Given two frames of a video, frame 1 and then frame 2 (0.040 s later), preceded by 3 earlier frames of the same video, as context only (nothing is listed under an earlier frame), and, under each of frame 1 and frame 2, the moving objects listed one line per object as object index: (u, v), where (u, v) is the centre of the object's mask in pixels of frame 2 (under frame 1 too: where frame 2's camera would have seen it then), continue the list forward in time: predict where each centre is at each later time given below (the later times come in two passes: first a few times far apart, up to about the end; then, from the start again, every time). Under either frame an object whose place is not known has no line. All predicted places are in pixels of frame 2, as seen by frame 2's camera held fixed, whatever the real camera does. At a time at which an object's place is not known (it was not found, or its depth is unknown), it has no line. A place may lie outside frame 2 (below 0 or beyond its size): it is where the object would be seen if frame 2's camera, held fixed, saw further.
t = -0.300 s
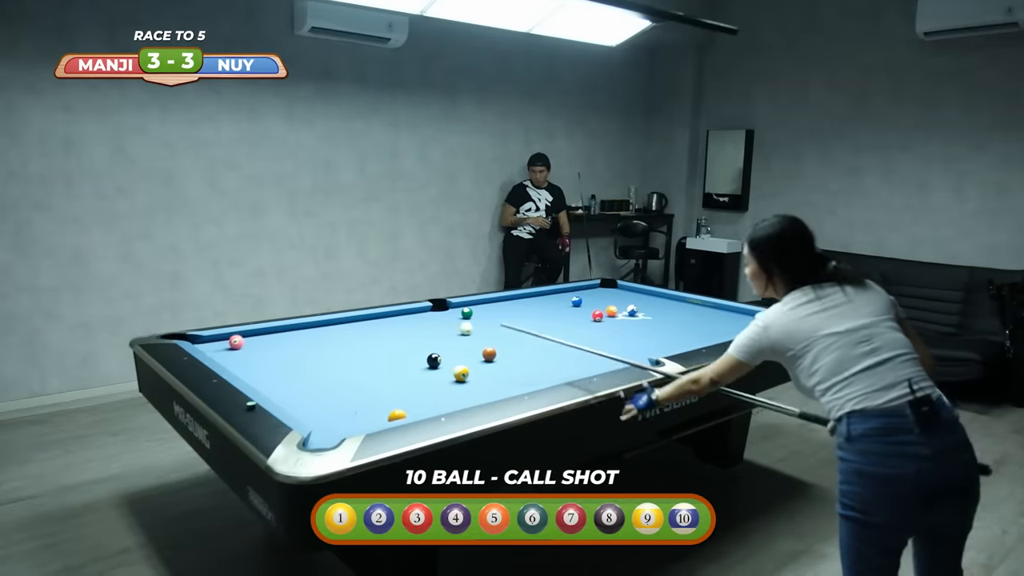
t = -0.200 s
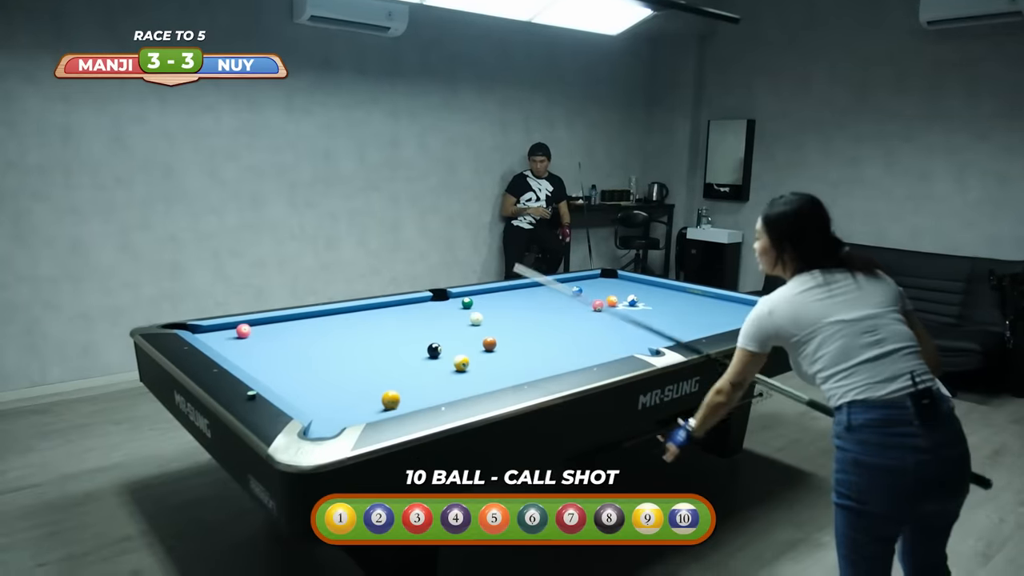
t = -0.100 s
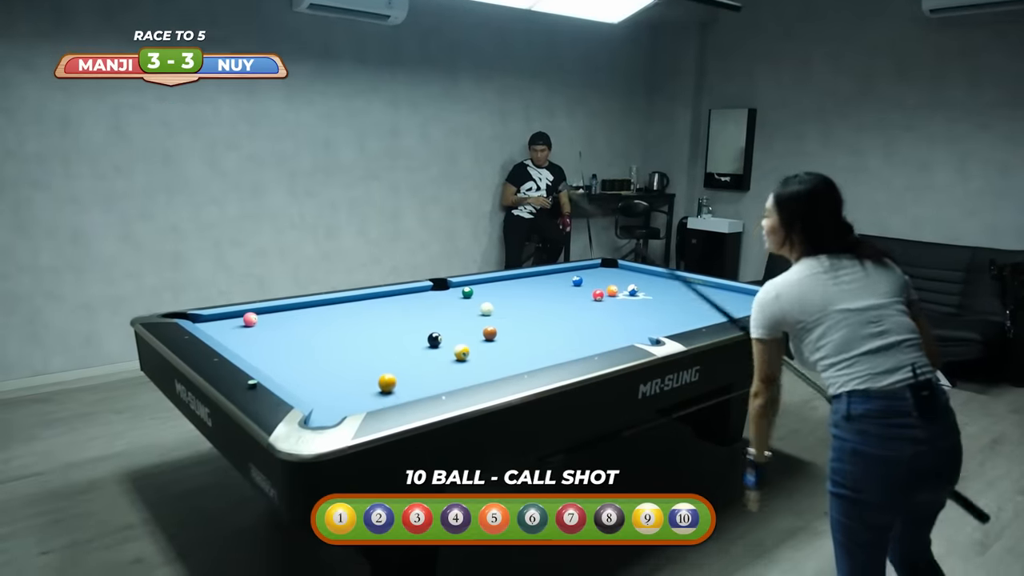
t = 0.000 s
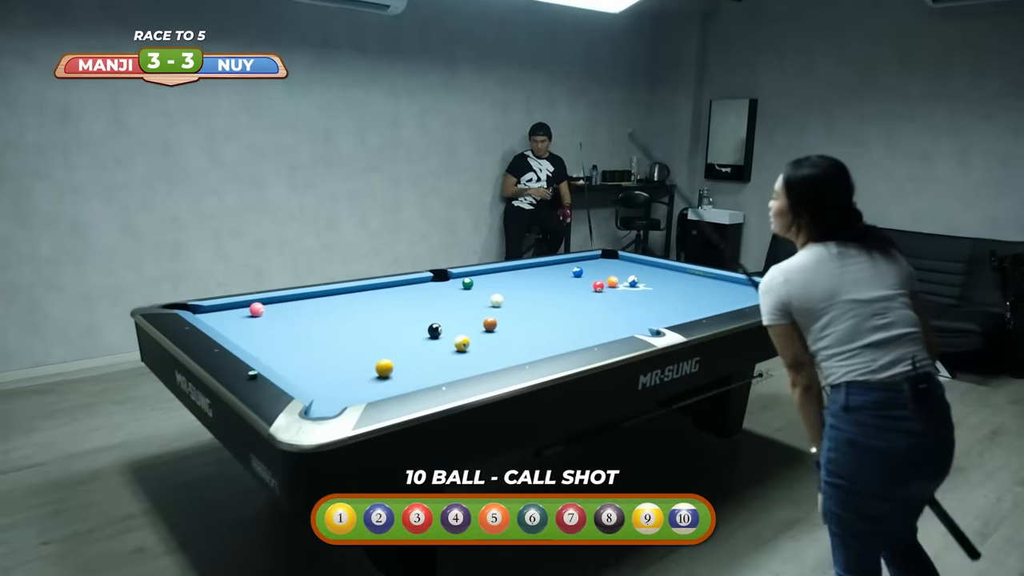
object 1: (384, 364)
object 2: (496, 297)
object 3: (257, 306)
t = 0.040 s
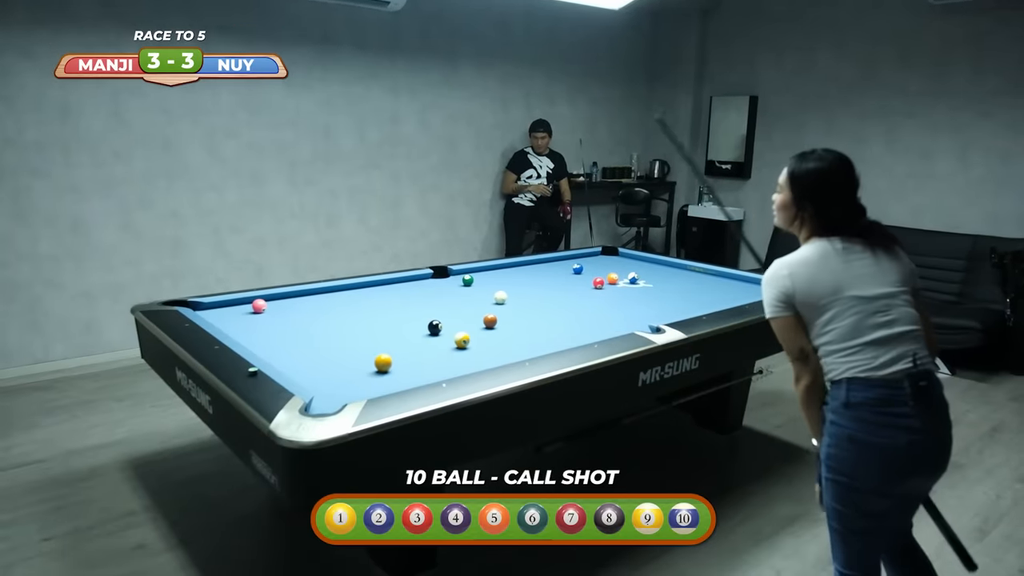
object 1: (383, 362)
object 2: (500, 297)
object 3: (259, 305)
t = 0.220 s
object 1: (378, 354)
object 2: (517, 298)
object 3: (269, 304)
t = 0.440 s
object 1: (372, 345)
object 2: (537, 299)
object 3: (281, 303)
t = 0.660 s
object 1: (367, 336)
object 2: (556, 300)
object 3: (292, 301)
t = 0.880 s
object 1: (362, 328)
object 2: (574, 301)
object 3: (301, 300)
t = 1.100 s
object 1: (358, 321)
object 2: (592, 303)
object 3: (309, 299)
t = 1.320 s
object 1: (354, 314)
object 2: (609, 304)
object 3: (316, 298)
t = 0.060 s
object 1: (382, 362)
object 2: (502, 297)
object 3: (260, 305)
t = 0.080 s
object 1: (382, 361)
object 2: (504, 297)
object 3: (261, 305)
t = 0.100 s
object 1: (381, 360)
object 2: (505, 297)
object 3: (263, 305)
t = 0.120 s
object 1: (381, 359)
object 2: (508, 298)
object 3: (264, 305)
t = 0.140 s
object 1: (380, 358)
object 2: (510, 298)
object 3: (265, 305)
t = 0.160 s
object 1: (379, 357)
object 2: (511, 298)
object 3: (266, 304)
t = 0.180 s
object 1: (379, 356)
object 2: (513, 298)
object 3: (267, 304)
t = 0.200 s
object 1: (378, 355)
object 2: (515, 298)
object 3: (268, 304)
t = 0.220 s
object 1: (378, 354)
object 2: (517, 298)
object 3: (269, 304)
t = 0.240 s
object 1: (377, 353)
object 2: (519, 298)
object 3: (270, 304)
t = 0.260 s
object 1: (376, 353)
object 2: (520, 298)
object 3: (272, 304)
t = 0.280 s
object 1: (376, 352)
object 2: (522, 298)
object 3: (273, 304)
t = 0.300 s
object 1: (376, 351)
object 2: (524, 298)
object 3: (274, 304)
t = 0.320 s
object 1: (375, 350)
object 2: (526, 299)
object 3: (275, 304)
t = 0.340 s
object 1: (375, 349)
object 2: (528, 299)
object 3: (276, 303)
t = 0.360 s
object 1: (374, 348)
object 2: (530, 299)
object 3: (277, 303)
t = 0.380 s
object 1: (373, 347)
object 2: (531, 299)
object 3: (278, 303)
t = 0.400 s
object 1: (373, 346)
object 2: (533, 299)
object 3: (279, 303)
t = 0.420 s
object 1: (373, 346)
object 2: (535, 299)
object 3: (280, 303)
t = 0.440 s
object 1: (372, 345)
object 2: (537, 299)
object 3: (281, 303)
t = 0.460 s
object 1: (371, 344)
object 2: (539, 299)
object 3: (282, 303)
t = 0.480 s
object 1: (371, 343)
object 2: (540, 299)
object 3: (283, 302)
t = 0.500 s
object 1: (370, 342)
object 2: (542, 300)
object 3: (284, 302)
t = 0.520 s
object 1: (370, 341)
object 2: (544, 300)
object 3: (285, 302)
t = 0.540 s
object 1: (369, 341)
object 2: (546, 299)
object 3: (286, 302)
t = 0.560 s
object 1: (369, 340)
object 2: (547, 300)
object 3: (287, 302)
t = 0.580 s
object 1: (369, 339)
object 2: (549, 300)
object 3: (288, 302)
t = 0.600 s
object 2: (551, 300)
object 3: (289, 302)
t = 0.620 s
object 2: (553, 300)
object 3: (290, 302)
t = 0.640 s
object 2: (554, 300)
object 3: (291, 301)
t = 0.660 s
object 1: (367, 336)
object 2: (556, 300)
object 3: (292, 301)
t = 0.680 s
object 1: (367, 335)
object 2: (558, 300)
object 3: (293, 301)
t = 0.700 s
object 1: (366, 335)
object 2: (560, 300)
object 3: (294, 301)
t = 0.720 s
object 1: (366, 334)
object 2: (561, 301)
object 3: (295, 301)
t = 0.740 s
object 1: (365, 333)
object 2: (563, 301)
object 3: (295, 301)
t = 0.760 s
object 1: (365, 333)
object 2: (564, 301)
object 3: (296, 301)
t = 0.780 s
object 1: (364, 332)
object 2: (566, 301)
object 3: (297, 301)
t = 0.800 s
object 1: (364, 331)
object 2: (567, 301)
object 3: (298, 300)
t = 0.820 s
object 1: (364, 330)
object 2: (569, 301)
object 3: (299, 300)
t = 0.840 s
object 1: (363, 330)
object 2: (571, 301)
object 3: (299, 300)
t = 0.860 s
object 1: (363, 329)
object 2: (573, 301)
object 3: (300, 300)
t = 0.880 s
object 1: (362, 328)
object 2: (574, 301)
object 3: (301, 300)
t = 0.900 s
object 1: (362, 328)
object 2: (576, 302)
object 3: (302, 300)
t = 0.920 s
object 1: (362, 327)
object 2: (577, 302)
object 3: (303, 300)
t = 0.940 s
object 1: (361, 326)
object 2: (579, 302)
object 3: (303, 300)
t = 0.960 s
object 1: (361, 325)
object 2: (581, 302)
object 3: (304, 300)
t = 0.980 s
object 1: (361, 325)
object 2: (582, 302)
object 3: (305, 299)
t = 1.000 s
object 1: (360, 324)
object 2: (584, 302)
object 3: (306, 299)
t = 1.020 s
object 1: (360, 323)
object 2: (586, 302)
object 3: (306, 299)
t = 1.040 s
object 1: (359, 323)
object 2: (587, 302)
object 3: (307, 299)
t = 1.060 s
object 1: (359, 322)
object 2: (589, 302)
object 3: (308, 299)
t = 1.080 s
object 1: (358, 321)
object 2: (590, 303)
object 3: (309, 299)
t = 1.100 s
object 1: (358, 321)
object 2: (592, 303)
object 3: (309, 299)
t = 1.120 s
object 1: (358, 320)
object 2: (594, 303)
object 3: (310, 299)
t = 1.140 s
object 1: (357, 319)
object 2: (595, 303)
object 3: (311, 299)
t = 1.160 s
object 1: (357, 319)
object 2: (597, 303)
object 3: (311, 298)
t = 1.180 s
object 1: (357, 318)
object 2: (598, 303)
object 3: (312, 298)
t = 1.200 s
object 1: (357, 318)
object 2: (600, 303)
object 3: (312, 298)
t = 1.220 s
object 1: (356, 317)
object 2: (602, 303)
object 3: (313, 298)
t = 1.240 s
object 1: (356, 316)
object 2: (603, 303)
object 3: (314, 298)
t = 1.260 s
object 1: (355, 316)
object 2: (604, 303)
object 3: (314, 298)
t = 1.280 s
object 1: (355, 315)
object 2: (606, 304)
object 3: (315, 298)
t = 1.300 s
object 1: (355, 315)
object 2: (607, 304)
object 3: (316, 298)
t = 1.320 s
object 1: (354, 314)
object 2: (609, 304)
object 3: (316, 298)
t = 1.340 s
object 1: (354, 314)
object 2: (610, 304)
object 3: (317, 297)
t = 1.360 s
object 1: (354, 313)
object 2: (612, 304)
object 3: (317, 298)
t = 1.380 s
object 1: (354, 313)
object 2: (613, 304)
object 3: (318, 297)
